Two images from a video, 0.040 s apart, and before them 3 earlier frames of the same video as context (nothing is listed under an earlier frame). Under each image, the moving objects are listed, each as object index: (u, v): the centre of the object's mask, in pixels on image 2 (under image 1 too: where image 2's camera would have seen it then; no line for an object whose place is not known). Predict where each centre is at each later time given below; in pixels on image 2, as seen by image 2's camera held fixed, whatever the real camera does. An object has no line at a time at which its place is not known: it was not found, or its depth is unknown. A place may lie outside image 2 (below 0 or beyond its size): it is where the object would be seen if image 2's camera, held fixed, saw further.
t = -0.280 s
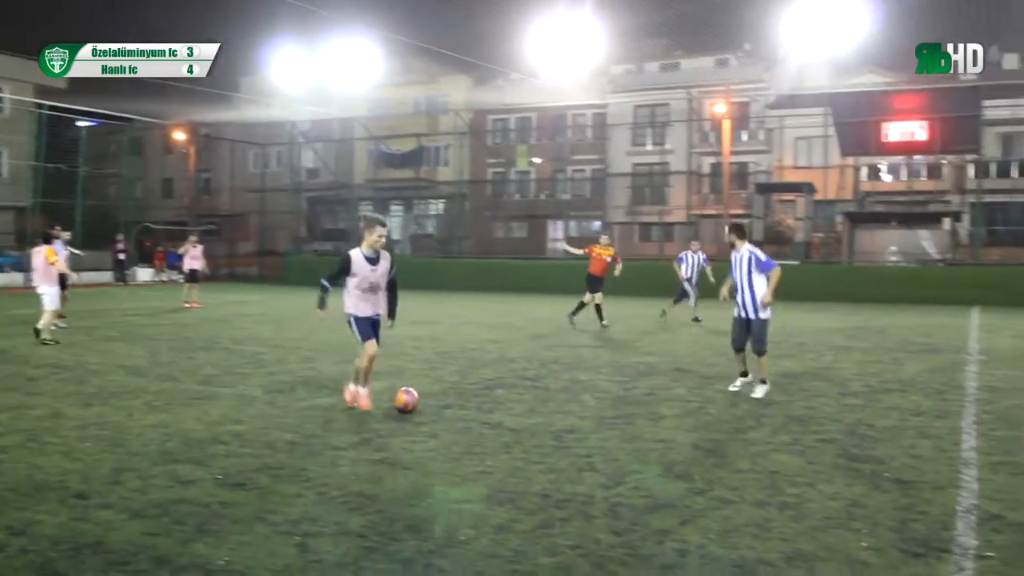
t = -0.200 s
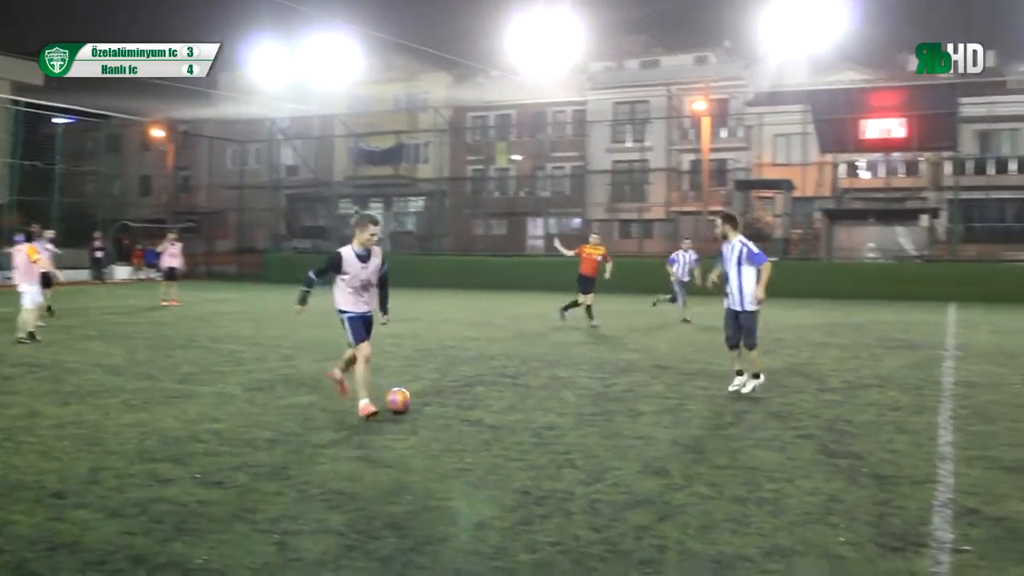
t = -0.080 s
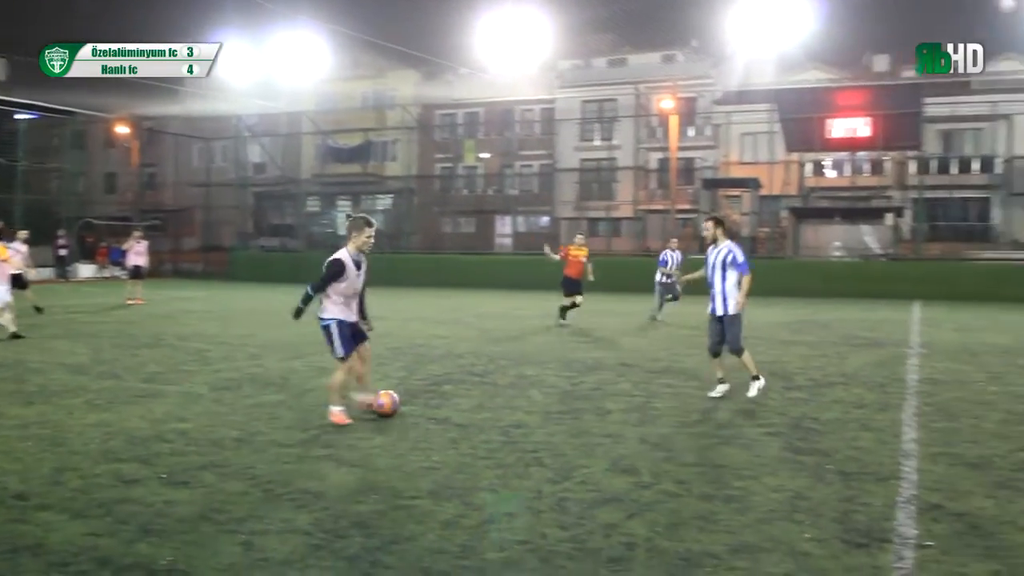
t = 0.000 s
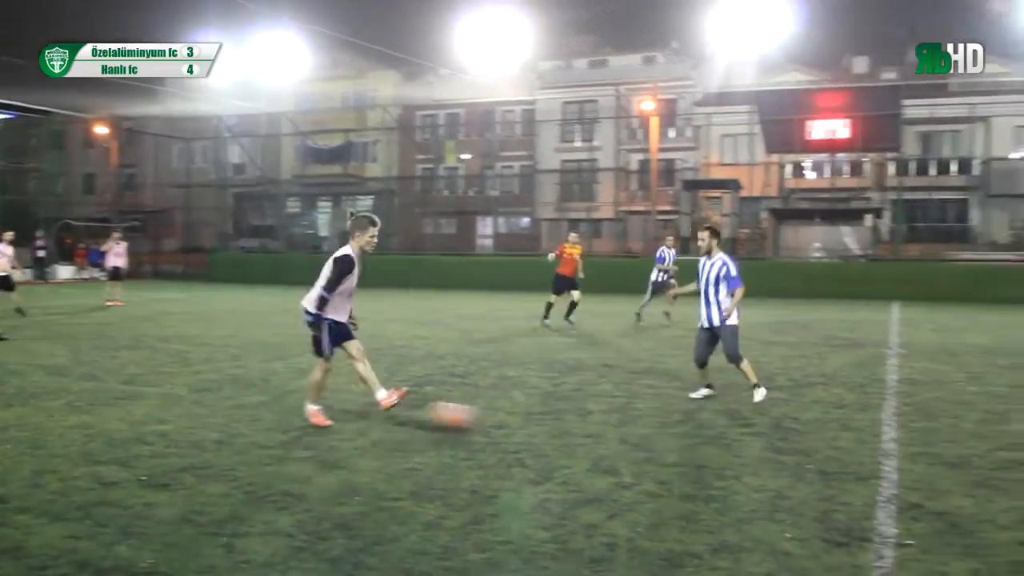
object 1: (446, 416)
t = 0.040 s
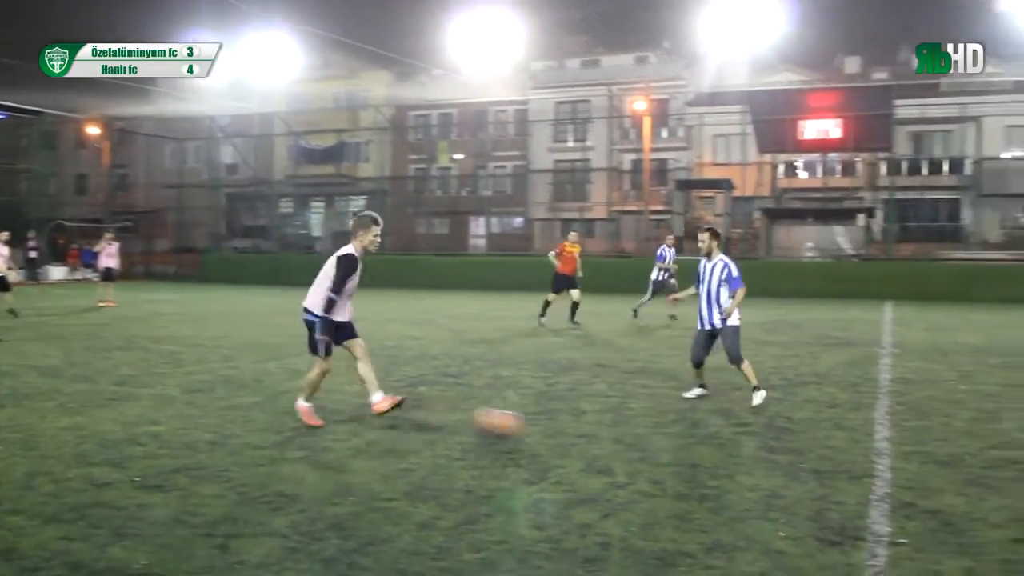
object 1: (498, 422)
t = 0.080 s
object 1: (557, 433)
